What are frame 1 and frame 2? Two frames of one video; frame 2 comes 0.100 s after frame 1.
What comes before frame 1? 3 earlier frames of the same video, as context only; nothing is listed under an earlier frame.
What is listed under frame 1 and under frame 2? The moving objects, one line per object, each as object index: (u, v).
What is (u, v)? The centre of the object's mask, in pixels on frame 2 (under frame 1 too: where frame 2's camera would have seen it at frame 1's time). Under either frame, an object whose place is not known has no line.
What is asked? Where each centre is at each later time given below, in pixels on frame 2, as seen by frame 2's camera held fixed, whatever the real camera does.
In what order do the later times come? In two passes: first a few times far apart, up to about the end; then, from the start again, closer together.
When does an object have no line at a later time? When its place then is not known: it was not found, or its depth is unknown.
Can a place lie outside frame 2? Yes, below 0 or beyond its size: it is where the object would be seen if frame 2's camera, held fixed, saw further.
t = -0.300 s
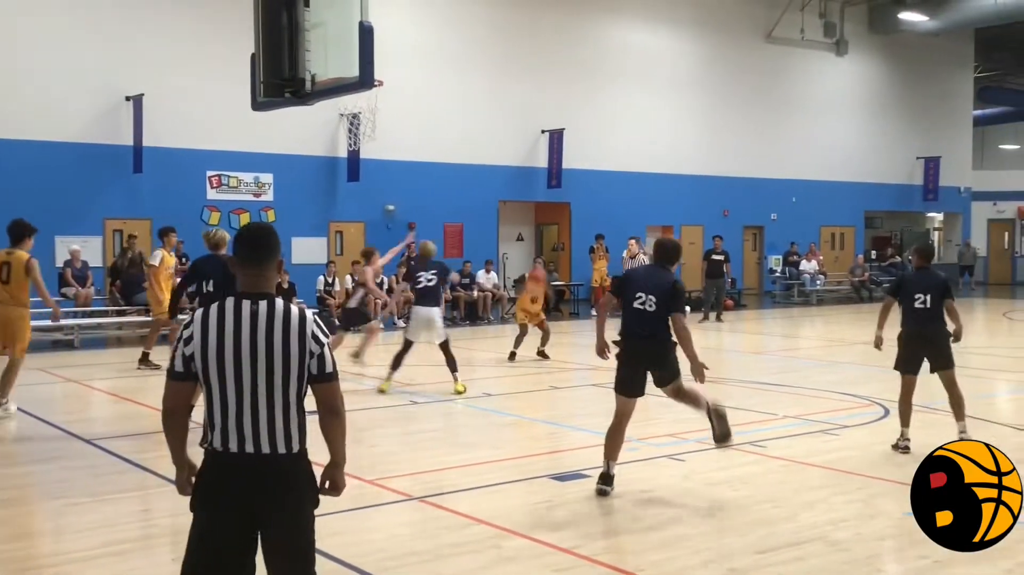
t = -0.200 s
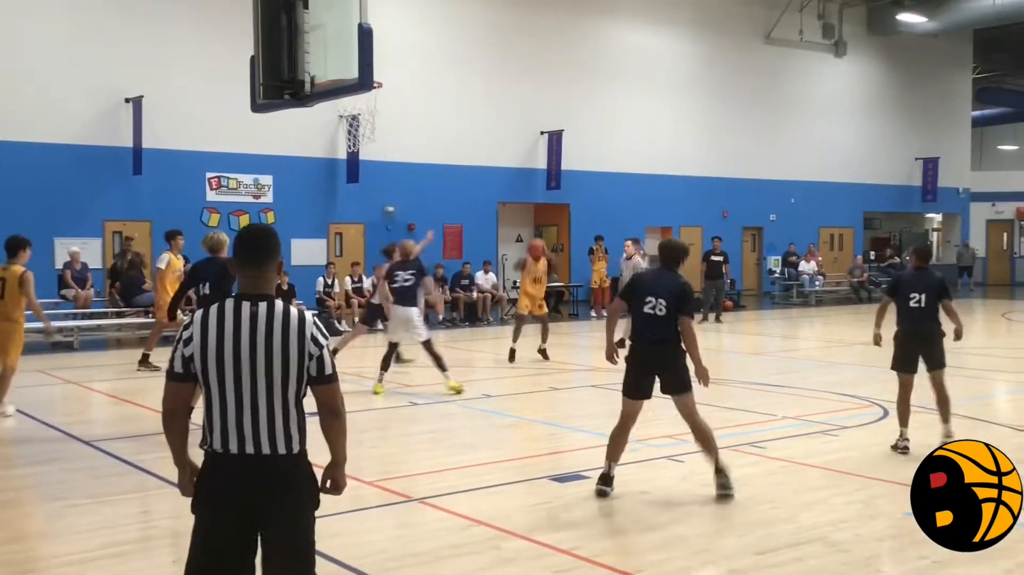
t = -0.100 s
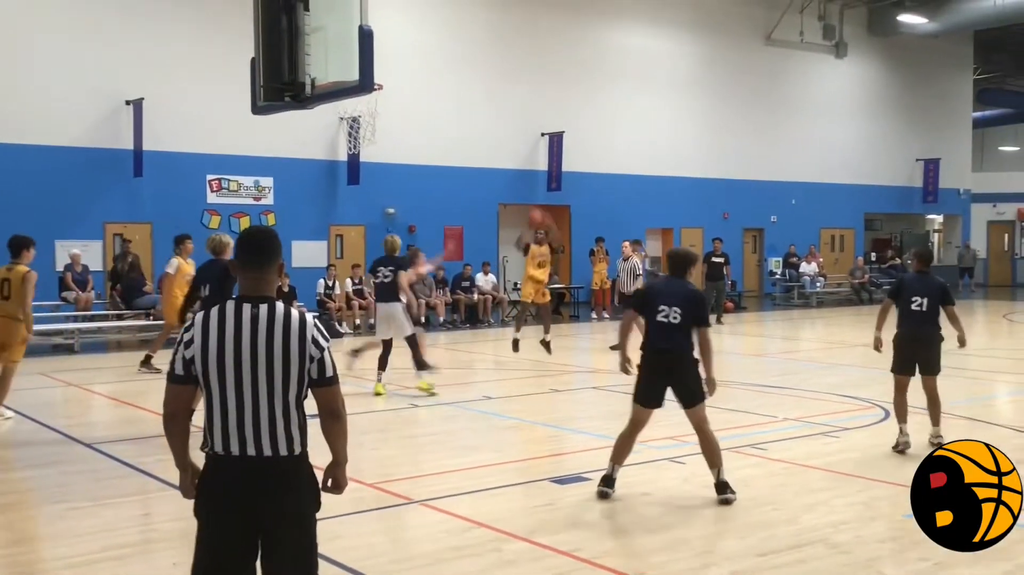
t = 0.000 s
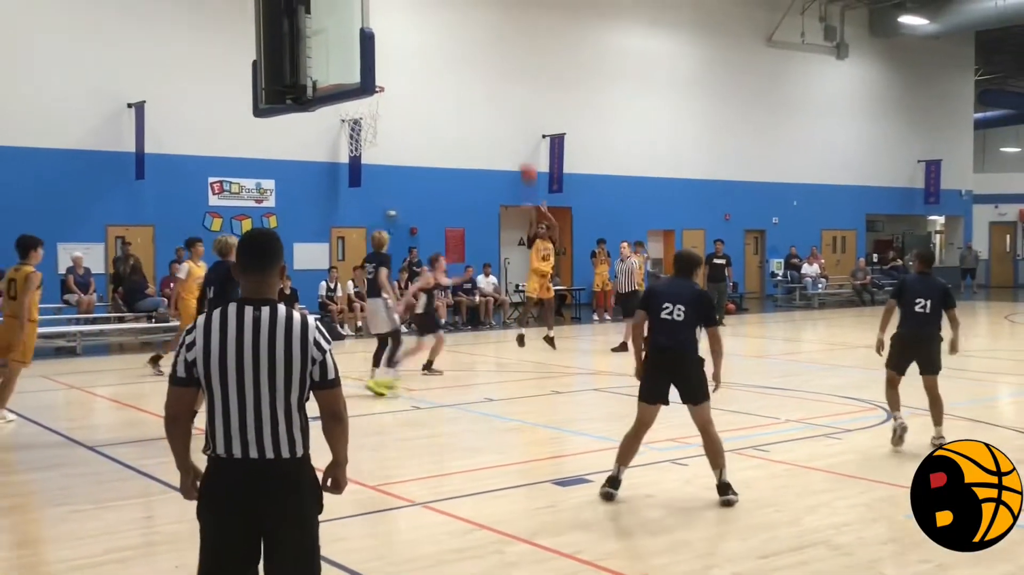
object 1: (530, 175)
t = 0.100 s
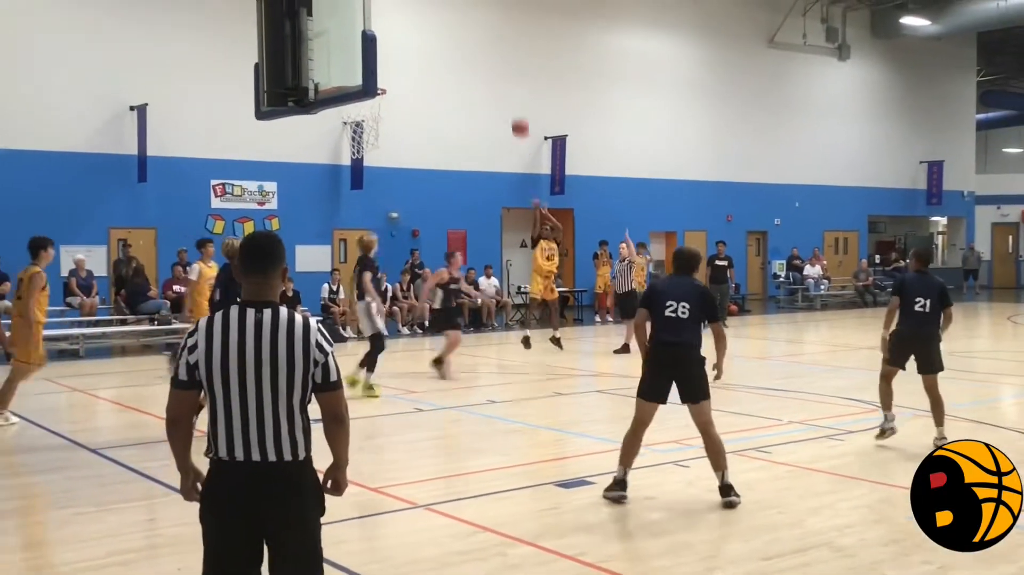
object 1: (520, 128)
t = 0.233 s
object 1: (506, 72)
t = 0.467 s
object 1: (481, -3)
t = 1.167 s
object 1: (386, 48)
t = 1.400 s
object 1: (350, 125)
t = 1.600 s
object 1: (337, 173)
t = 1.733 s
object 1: (330, 230)
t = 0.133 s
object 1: (517, 113)
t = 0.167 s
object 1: (513, 99)
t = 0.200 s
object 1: (510, 85)
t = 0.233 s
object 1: (506, 72)
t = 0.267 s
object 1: (503, 60)
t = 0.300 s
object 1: (500, 48)
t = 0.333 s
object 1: (496, 36)
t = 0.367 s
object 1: (492, 26)
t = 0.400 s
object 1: (489, 16)
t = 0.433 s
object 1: (485, 7)
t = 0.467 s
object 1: (481, -3)
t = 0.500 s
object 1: (478, -9)
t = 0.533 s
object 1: (473, -13)
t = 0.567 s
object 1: (470, -18)
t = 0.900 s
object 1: (422, -34)
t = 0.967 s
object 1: (412, -24)
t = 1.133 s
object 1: (387, 32)
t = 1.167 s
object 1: (386, 48)
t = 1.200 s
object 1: (384, 67)
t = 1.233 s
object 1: (383, 85)
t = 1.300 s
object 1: (359, 114)
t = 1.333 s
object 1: (354, 118)
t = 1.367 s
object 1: (353, 123)
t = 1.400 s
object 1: (350, 125)
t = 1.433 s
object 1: (348, 128)
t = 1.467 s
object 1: (345, 137)
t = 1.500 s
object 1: (343, 143)
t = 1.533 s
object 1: (342, 152)
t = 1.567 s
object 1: (339, 162)
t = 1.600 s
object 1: (337, 173)
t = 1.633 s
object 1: (336, 186)
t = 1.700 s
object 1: (332, 213)
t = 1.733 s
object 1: (330, 230)
